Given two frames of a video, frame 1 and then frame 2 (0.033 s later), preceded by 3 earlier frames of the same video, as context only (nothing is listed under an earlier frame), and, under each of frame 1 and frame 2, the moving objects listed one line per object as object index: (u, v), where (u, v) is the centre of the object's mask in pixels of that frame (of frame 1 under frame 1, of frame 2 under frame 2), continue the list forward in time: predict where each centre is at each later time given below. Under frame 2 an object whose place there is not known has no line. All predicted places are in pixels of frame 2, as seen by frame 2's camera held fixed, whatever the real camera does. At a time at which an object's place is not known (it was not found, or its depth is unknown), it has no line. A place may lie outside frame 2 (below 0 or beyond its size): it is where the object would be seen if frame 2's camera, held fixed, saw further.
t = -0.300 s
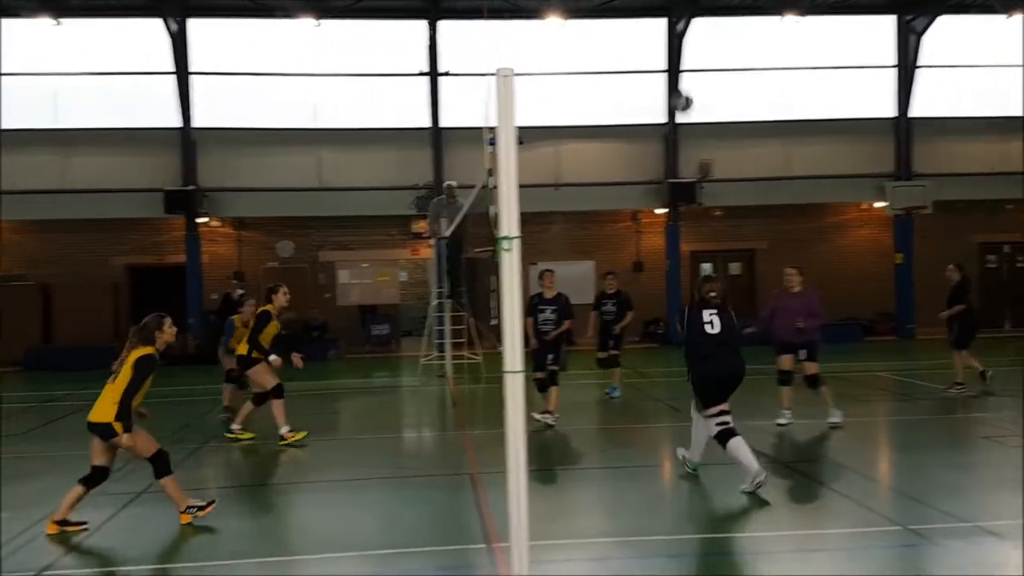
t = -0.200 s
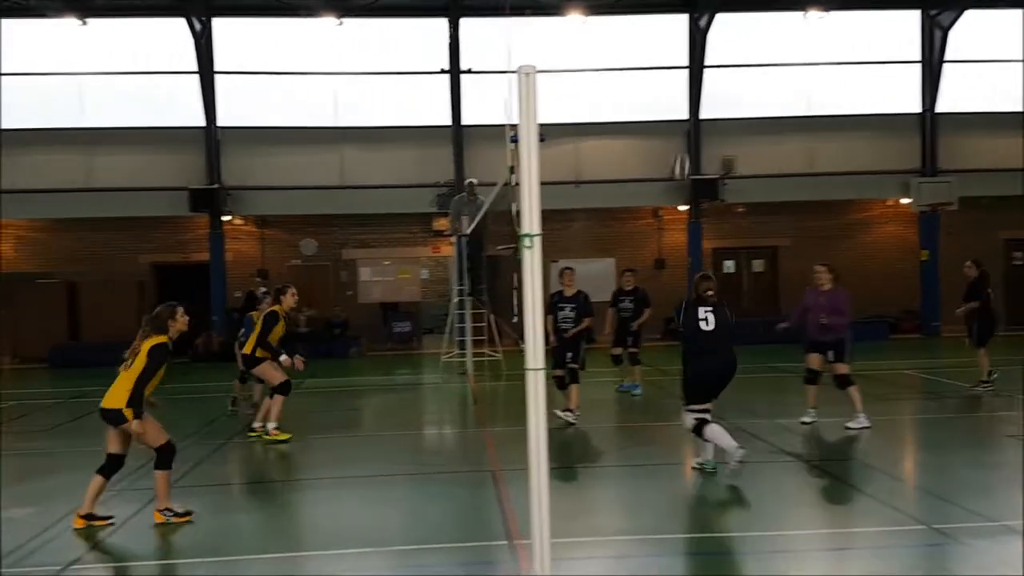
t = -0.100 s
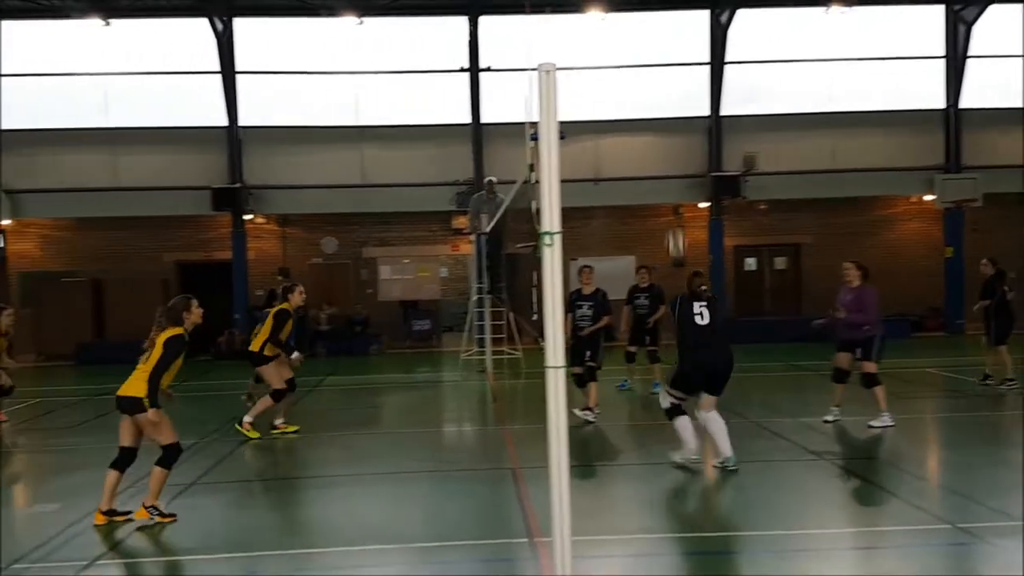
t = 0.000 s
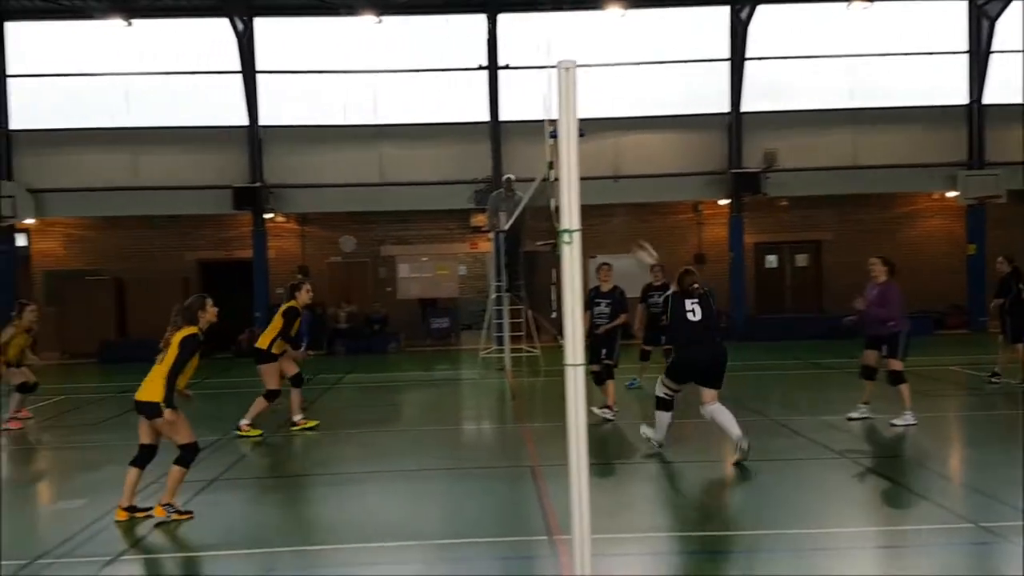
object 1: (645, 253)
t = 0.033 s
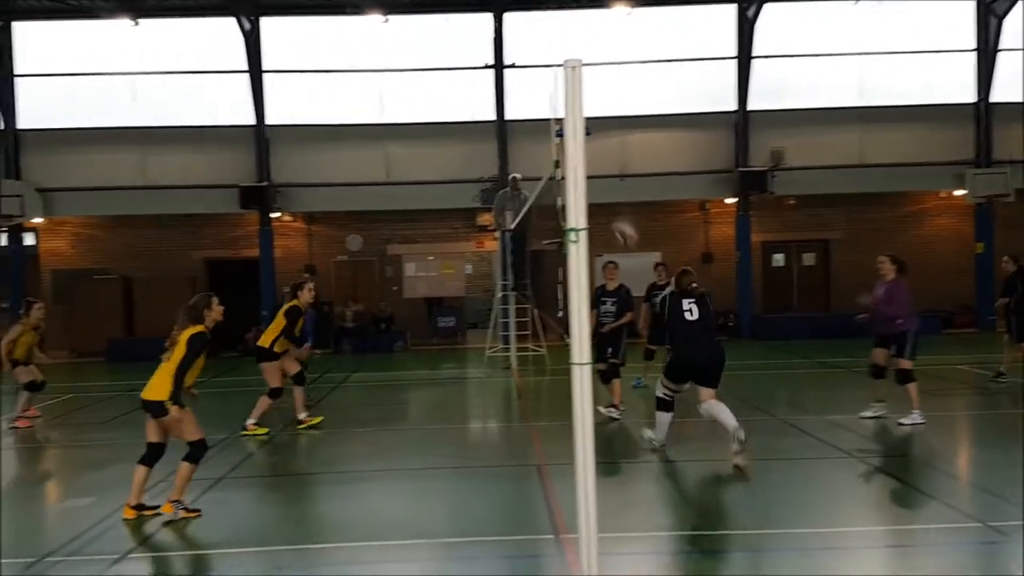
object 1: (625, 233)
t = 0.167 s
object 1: (524, 160)
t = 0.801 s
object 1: (127, 79)
